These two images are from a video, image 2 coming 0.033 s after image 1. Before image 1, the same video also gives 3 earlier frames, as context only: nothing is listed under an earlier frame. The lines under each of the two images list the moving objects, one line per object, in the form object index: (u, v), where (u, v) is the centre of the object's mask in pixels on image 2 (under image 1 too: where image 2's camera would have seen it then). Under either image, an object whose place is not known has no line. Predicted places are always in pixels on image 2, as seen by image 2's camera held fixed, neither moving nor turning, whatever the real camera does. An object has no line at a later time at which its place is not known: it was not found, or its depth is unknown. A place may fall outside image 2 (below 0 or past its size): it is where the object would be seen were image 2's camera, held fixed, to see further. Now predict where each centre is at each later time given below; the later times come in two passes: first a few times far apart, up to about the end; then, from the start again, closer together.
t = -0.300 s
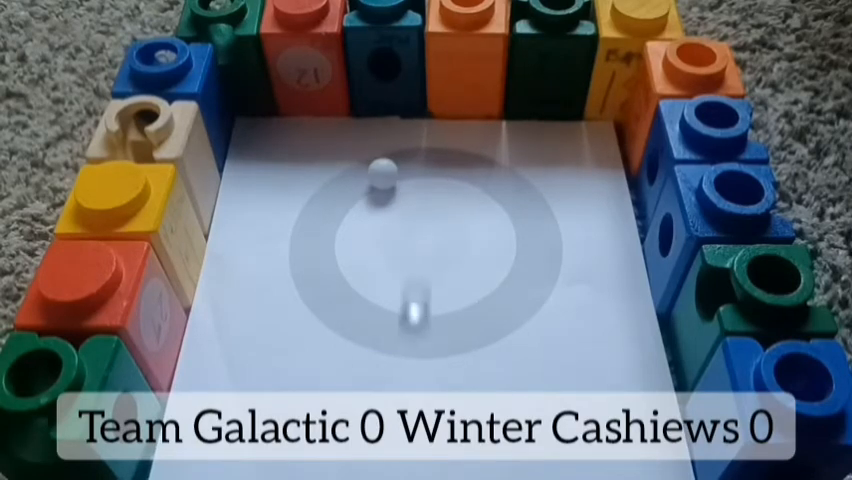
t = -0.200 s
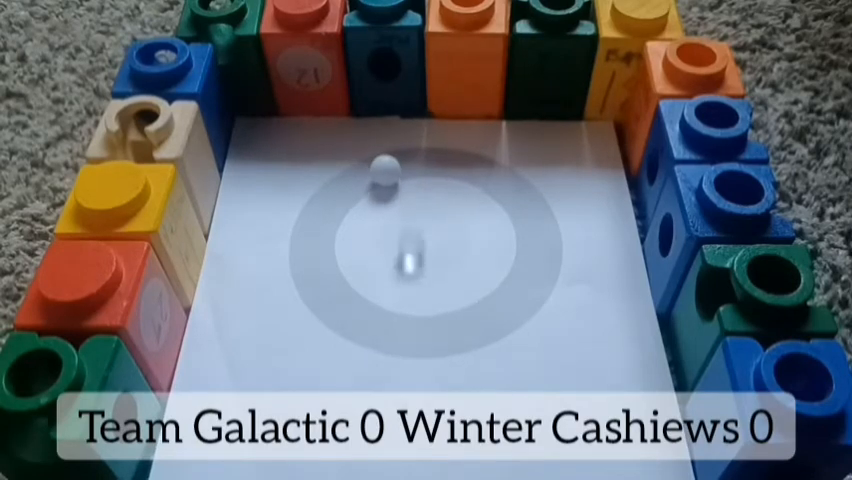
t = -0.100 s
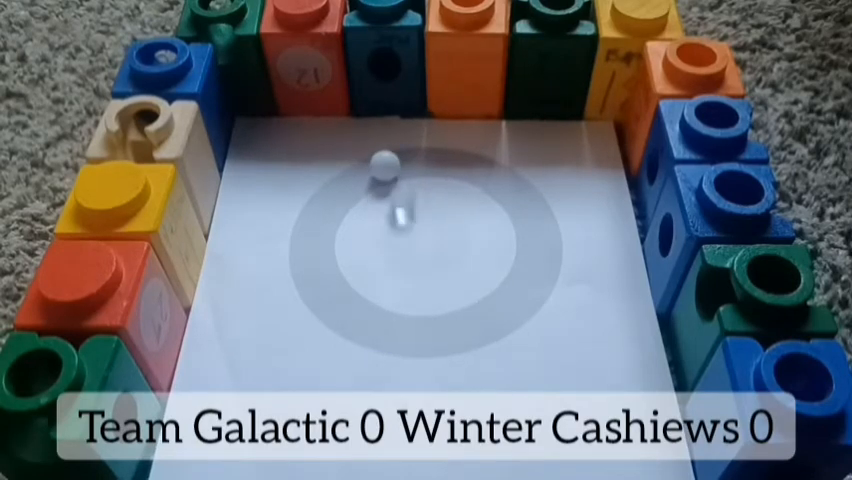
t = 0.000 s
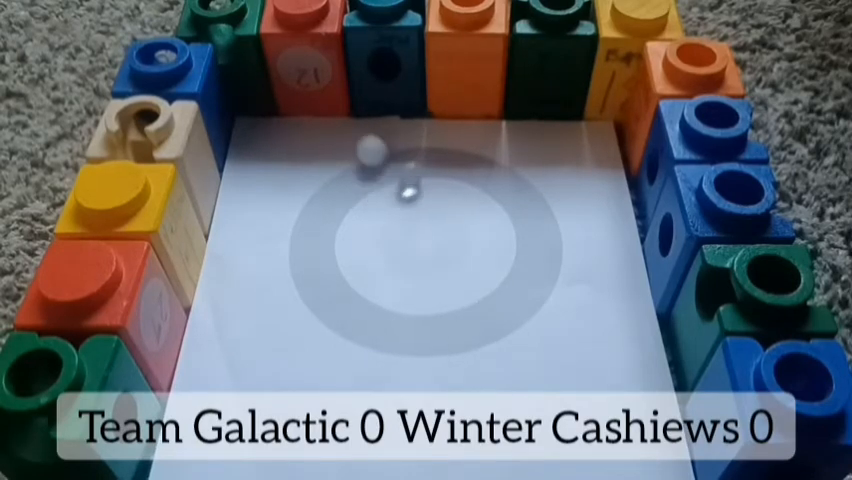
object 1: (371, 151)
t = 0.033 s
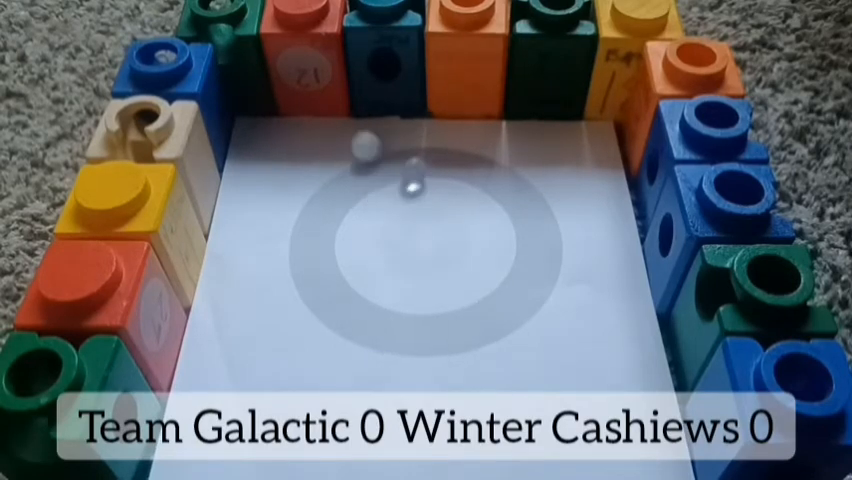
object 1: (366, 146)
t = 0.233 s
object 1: (342, 119)
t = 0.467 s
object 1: (342, 125)
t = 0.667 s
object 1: (352, 124)
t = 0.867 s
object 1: (367, 115)
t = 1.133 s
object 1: (359, 116)
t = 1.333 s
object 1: (362, 115)
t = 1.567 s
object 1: (363, 115)
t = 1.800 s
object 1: (363, 115)
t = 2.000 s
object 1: (363, 115)
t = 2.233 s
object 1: (363, 115)
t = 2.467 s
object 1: (363, 115)
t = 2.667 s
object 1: (363, 115)
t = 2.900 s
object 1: (363, 115)
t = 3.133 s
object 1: (363, 115)
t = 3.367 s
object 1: (363, 115)
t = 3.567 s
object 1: (363, 115)
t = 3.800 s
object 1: (364, 115)
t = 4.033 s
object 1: (364, 115)
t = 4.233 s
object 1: (366, 114)
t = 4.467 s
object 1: (363, 113)
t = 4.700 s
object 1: (364, 113)
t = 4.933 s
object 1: (364, 115)
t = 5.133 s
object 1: (364, 113)
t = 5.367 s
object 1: (364, 112)
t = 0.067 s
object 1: (360, 141)
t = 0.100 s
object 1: (354, 135)
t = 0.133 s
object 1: (349, 128)
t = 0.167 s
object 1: (346, 122)
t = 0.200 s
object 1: (344, 118)
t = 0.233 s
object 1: (342, 119)
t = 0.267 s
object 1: (340, 121)
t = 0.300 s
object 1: (340, 121)
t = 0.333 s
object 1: (339, 122)
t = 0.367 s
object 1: (340, 123)
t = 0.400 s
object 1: (340, 124)
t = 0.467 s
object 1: (342, 125)
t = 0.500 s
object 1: (343, 125)
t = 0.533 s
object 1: (344, 126)
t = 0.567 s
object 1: (346, 125)
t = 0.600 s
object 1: (347, 126)
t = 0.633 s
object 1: (350, 125)
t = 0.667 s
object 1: (352, 124)
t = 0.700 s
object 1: (355, 124)
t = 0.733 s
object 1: (358, 122)
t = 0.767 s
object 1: (361, 120)
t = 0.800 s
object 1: (364, 118)
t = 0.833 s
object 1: (366, 116)
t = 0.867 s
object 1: (367, 115)
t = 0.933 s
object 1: (367, 116)
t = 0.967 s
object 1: (366, 116)
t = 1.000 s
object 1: (365, 116)
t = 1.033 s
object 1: (363, 115)
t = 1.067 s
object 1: (361, 115)
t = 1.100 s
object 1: (360, 115)
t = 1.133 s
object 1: (359, 116)
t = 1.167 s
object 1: (359, 116)
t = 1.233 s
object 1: (359, 116)
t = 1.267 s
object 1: (359, 116)
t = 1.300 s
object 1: (360, 116)
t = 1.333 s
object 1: (362, 115)
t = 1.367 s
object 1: (363, 115)
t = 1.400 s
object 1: (363, 115)
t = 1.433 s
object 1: (364, 115)
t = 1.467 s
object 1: (365, 115)
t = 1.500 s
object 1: (364, 115)
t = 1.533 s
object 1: (363, 115)
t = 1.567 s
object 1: (363, 115)
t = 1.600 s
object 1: (363, 115)
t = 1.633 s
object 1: (362, 115)
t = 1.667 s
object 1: (362, 115)
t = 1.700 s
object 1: (362, 115)
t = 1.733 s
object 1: (362, 115)
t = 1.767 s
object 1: (363, 115)
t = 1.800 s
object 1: (363, 115)
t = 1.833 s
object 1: (363, 115)
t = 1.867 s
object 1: (363, 115)
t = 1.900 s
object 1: (363, 115)
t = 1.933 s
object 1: (363, 115)
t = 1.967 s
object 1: (363, 115)
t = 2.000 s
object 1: (363, 115)
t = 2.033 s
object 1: (363, 115)
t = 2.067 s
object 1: (363, 115)
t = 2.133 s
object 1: (363, 115)
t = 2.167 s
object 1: (363, 115)
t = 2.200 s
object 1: (363, 115)
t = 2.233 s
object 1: (363, 115)
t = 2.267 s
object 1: (363, 115)
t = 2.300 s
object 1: (363, 115)
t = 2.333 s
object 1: (363, 115)
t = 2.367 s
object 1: (363, 115)
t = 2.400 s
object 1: (363, 115)
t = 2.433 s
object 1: (363, 115)
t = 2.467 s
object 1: (363, 115)
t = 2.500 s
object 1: (363, 115)
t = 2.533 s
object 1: (363, 115)
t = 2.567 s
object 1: (363, 114)
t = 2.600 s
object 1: (363, 115)
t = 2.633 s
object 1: (363, 115)
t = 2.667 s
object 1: (363, 115)
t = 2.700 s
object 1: (363, 115)
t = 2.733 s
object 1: (363, 115)
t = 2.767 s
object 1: (363, 115)
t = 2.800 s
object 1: (363, 115)
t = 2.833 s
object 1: (363, 115)
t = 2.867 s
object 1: (363, 115)
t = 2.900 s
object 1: (363, 115)
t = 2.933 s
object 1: (363, 115)
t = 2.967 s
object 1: (363, 115)
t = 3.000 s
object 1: (363, 115)
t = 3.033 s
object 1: (363, 115)
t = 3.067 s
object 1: (363, 115)
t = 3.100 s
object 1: (363, 115)
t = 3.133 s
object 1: (363, 115)
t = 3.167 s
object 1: (363, 115)
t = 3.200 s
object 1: (363, 115)
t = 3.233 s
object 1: (363, 115)
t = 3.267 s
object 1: (363, 115)
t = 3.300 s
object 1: (363, 115)
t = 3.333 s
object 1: (363, 115)
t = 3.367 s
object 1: (363, 115)
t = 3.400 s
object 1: (363, 115)
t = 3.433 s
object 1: (363, 114)
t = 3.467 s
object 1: (363, 114)
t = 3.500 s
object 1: (363, 114)
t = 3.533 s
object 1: (363, 114)
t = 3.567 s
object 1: (363, 115)
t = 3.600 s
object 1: (363, 115)
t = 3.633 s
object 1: (363, 115)
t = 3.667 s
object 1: (363, 115)
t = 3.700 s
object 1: (363, 115)
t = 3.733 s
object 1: (363, 115)
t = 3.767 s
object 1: (364, 115)
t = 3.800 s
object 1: (364, 115)
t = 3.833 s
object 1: (364, 115)
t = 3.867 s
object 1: (364, 115)
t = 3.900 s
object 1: (364, 115)
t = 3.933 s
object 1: (364, 115)
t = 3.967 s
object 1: (364, 115)
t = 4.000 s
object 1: (363, 115)
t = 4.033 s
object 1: (364, 115)
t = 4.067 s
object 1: (364, 115)
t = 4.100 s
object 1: (364, 115)
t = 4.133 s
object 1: (364, 114)
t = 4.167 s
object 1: (365, 114)
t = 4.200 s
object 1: (366, 114)
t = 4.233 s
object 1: (366, 114)
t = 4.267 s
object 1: (365, 113)
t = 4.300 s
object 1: (364, 112)
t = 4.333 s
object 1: (363, 112)
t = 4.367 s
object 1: (362, 113)
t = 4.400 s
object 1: (363, 113)
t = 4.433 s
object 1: (363, 113)
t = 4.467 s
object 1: (363, 113)
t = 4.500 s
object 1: (363, 113)
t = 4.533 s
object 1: (363, 113)
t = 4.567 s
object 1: (363, 113)
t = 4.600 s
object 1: (363, 112)
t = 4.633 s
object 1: (363, 112)
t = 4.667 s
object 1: (364, 112)
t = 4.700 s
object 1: (364, 113)
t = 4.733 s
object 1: (365, 113)
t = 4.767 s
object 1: (365, 114)
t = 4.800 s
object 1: (365, 114)
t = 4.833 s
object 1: (364, 114)
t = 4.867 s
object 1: (364, 115)
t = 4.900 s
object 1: (364, 115)
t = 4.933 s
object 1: (364, 115)
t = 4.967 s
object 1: (365, 114)
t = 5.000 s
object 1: (365, 114)
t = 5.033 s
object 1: (365, 113)
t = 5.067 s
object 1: (365, 113)
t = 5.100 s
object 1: (365, 113)
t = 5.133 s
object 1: (364, 113)
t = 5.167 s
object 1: (364, 113)
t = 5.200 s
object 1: (363, 112)
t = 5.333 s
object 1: (363, 113)
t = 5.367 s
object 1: (364, 112)
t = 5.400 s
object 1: (364, 112)
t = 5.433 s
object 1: (364, 113)
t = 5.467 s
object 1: (364, 113)
